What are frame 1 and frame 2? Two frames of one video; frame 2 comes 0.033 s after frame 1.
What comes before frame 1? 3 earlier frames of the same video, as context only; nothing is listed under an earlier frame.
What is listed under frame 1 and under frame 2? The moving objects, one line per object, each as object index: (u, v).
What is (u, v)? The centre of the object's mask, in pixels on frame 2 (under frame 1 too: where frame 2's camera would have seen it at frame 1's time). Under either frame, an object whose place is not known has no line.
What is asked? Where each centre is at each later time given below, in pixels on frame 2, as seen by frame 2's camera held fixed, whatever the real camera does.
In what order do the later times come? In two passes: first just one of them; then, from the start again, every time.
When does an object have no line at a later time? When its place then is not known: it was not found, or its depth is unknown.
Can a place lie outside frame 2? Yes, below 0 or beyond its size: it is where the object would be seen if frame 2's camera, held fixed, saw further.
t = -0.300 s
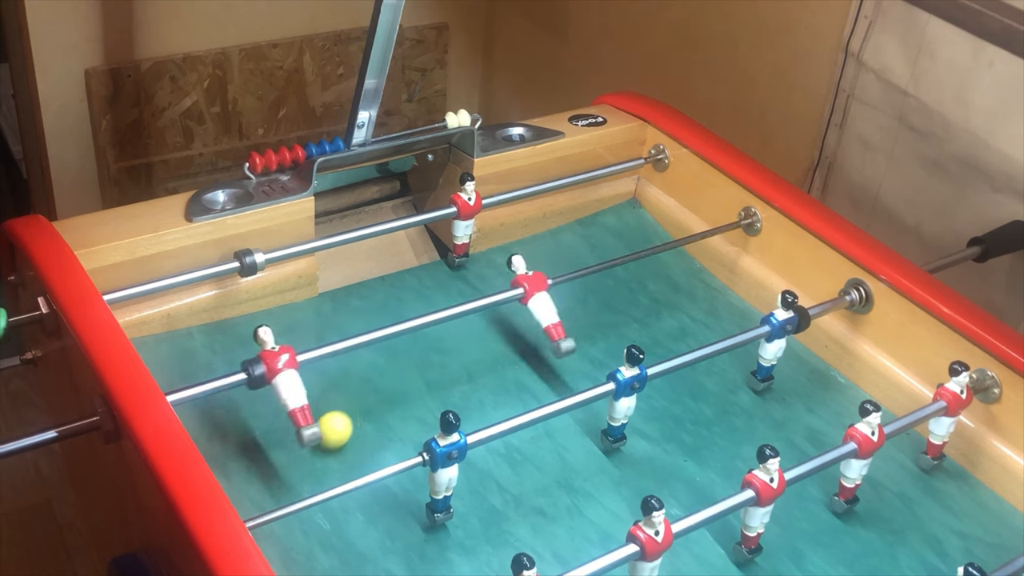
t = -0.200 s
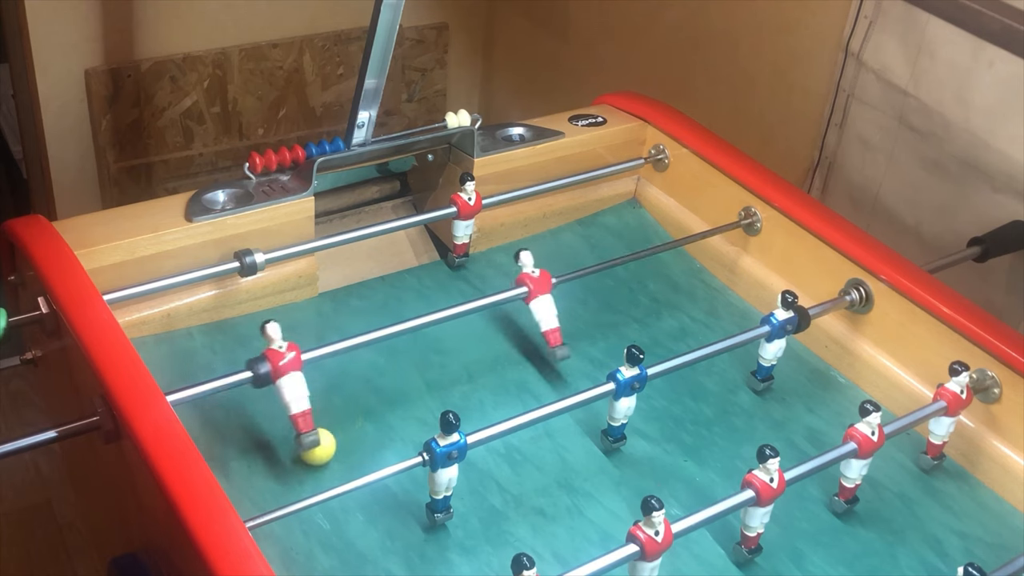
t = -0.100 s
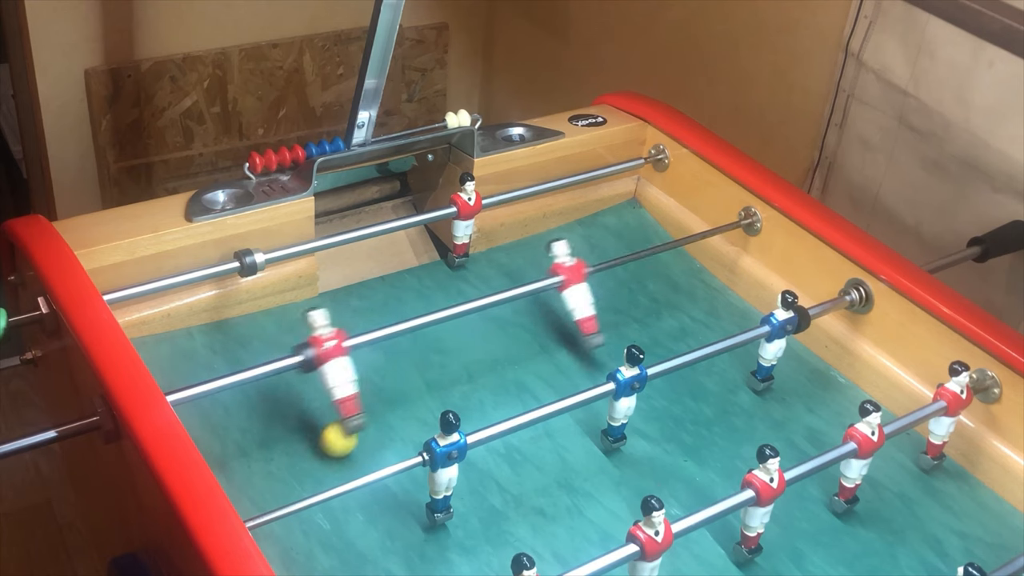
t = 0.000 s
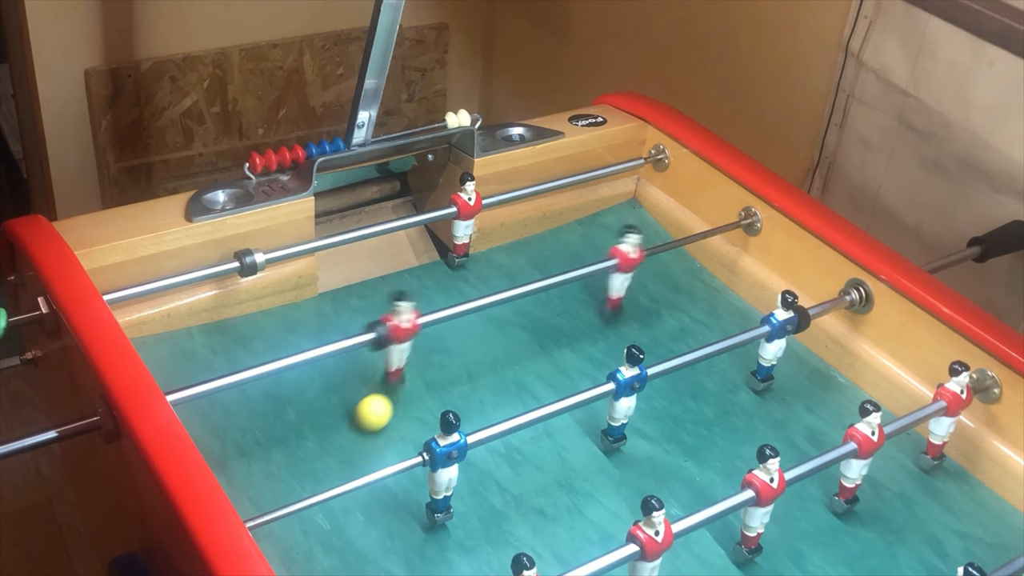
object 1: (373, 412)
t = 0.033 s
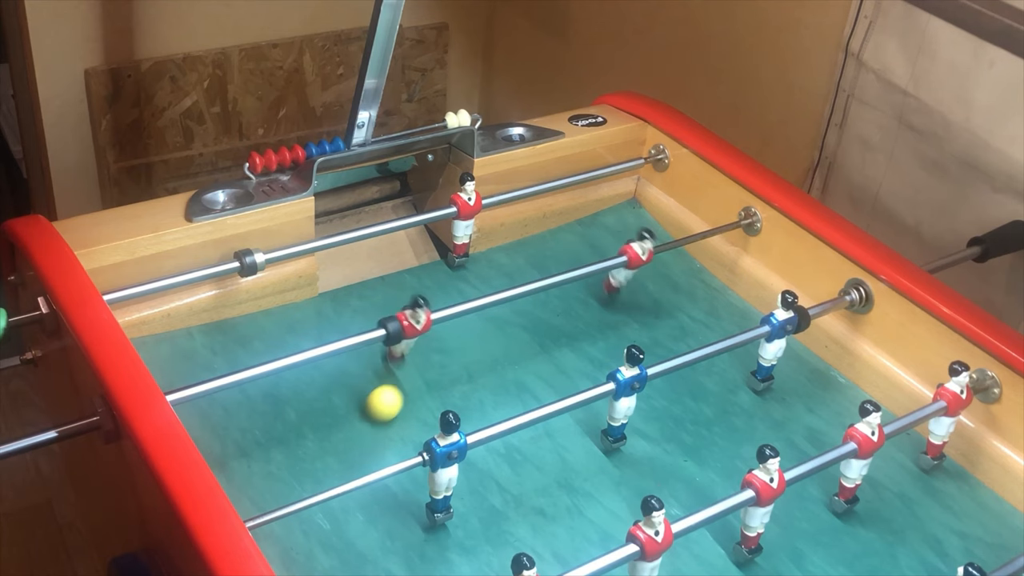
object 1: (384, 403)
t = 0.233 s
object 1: (444, 352)
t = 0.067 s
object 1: (395, 394)
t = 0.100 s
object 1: (405, 385)
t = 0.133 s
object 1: (415, 376)
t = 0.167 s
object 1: (425, 368)
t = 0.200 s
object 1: (435, 360)
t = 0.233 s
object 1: (444, 352)
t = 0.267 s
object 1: (454, 345)
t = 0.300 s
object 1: (463, 338)
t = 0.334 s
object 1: (472, 331)
